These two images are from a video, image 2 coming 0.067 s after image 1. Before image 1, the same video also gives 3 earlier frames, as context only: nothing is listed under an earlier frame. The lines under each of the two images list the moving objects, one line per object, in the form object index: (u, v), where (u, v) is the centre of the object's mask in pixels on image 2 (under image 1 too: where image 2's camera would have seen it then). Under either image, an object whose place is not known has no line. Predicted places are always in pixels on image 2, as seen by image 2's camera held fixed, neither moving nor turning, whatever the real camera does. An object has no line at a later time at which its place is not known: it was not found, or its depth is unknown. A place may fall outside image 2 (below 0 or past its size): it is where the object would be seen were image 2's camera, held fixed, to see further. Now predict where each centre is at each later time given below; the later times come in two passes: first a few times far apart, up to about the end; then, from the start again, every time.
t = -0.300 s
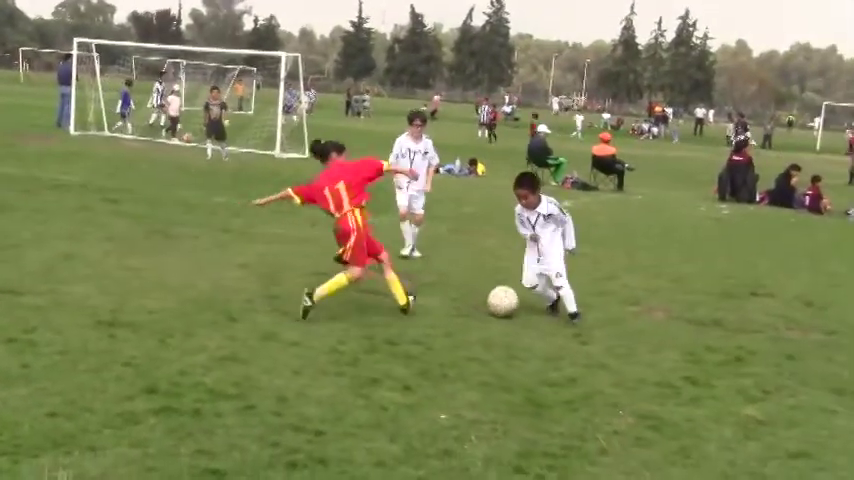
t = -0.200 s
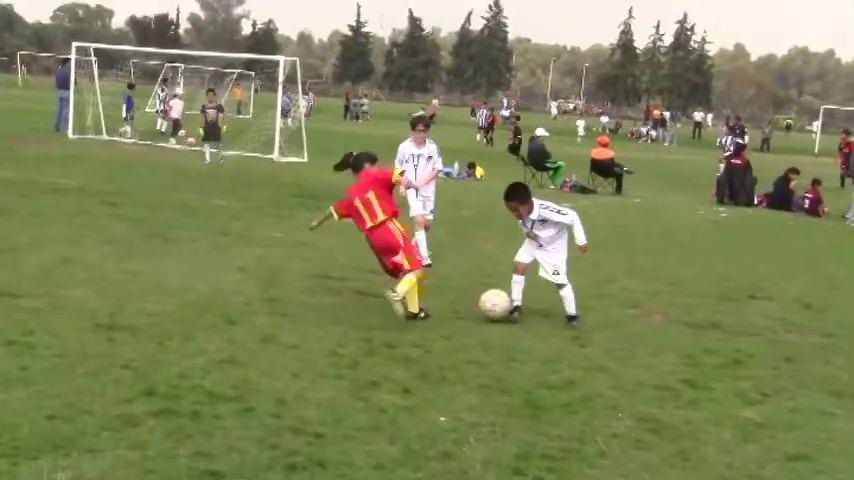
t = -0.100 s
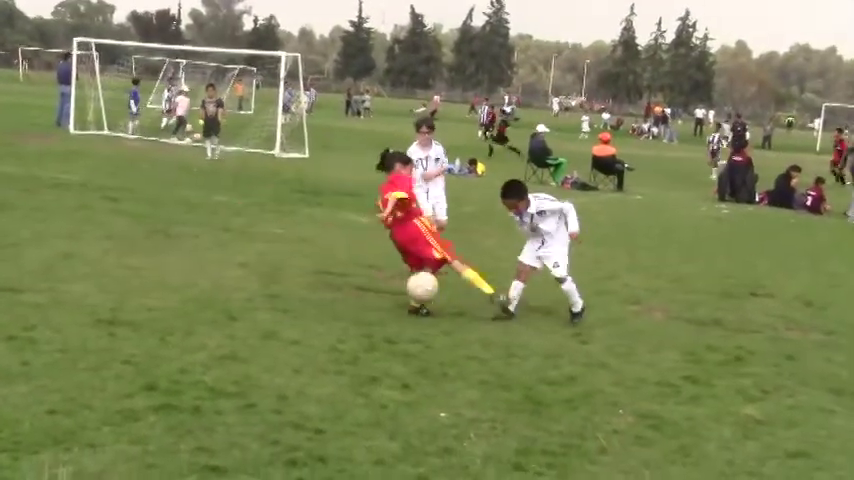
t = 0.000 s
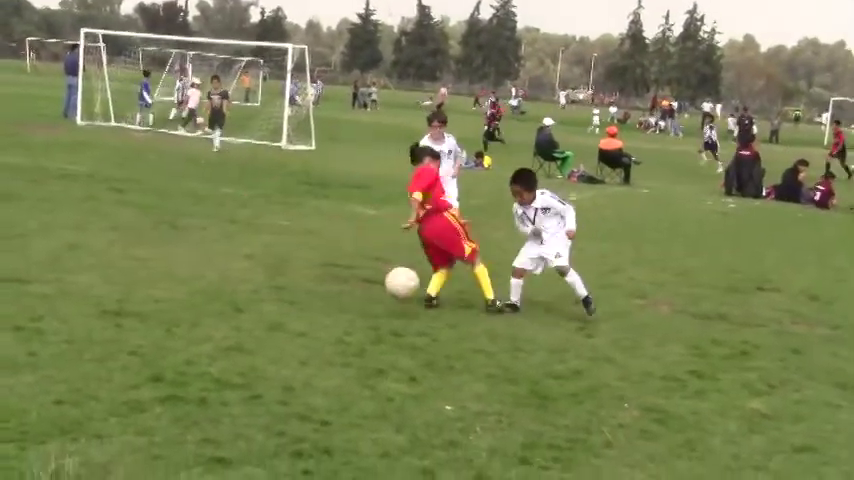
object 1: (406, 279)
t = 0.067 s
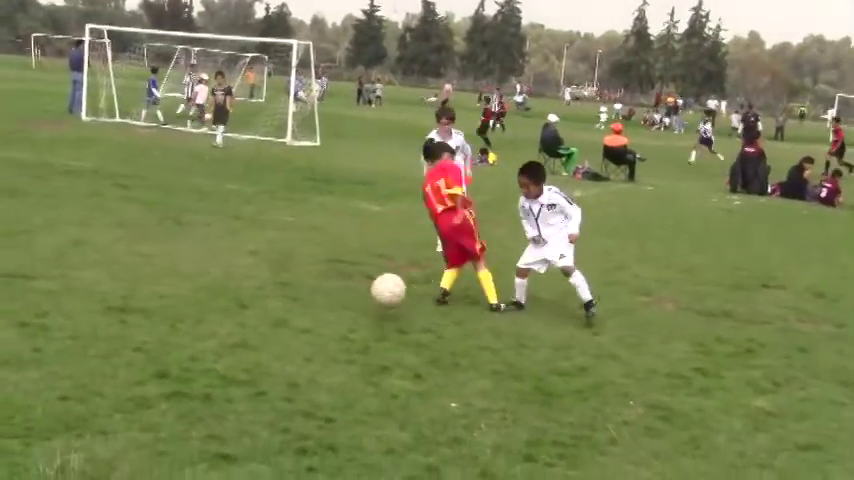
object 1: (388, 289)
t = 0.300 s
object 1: (330, 301)
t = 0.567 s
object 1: (263, 326)
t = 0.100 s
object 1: (378, 298)
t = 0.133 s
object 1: (366, 308)
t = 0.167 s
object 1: (357, 311)
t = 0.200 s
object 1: (351, 306)
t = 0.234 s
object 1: (344, 303)
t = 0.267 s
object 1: (337, 300)
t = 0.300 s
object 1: (330, 301)
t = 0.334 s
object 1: (322, 304)
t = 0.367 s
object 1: (314, 308)
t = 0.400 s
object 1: (306, 315)
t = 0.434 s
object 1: (297, 323)
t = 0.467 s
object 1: (287, 331)
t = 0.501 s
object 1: (279, 329)
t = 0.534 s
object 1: (272, 326)
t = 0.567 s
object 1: (263, 326)
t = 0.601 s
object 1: (256, 328)
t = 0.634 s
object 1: (246, 332)
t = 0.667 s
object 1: (236, 337)
